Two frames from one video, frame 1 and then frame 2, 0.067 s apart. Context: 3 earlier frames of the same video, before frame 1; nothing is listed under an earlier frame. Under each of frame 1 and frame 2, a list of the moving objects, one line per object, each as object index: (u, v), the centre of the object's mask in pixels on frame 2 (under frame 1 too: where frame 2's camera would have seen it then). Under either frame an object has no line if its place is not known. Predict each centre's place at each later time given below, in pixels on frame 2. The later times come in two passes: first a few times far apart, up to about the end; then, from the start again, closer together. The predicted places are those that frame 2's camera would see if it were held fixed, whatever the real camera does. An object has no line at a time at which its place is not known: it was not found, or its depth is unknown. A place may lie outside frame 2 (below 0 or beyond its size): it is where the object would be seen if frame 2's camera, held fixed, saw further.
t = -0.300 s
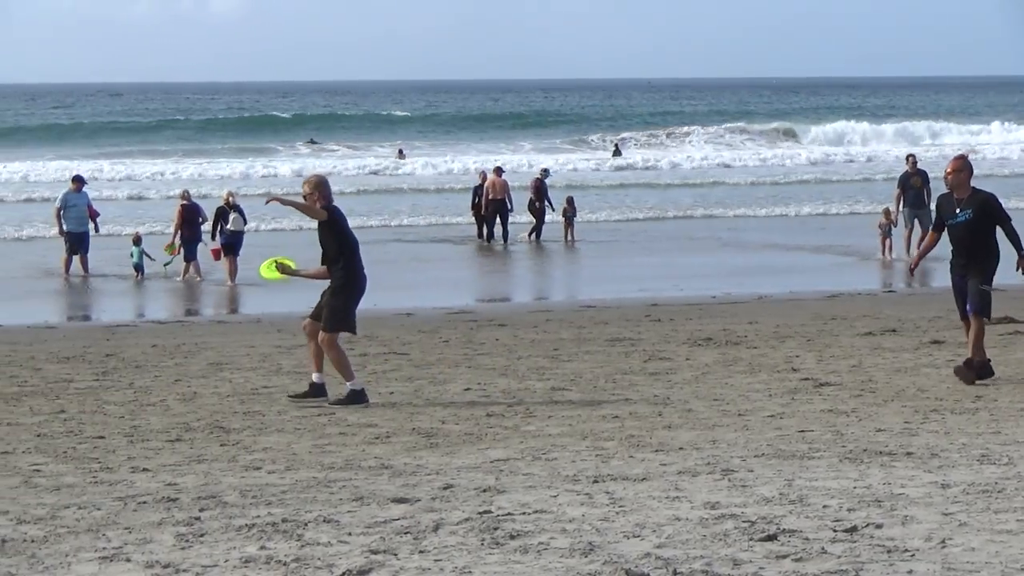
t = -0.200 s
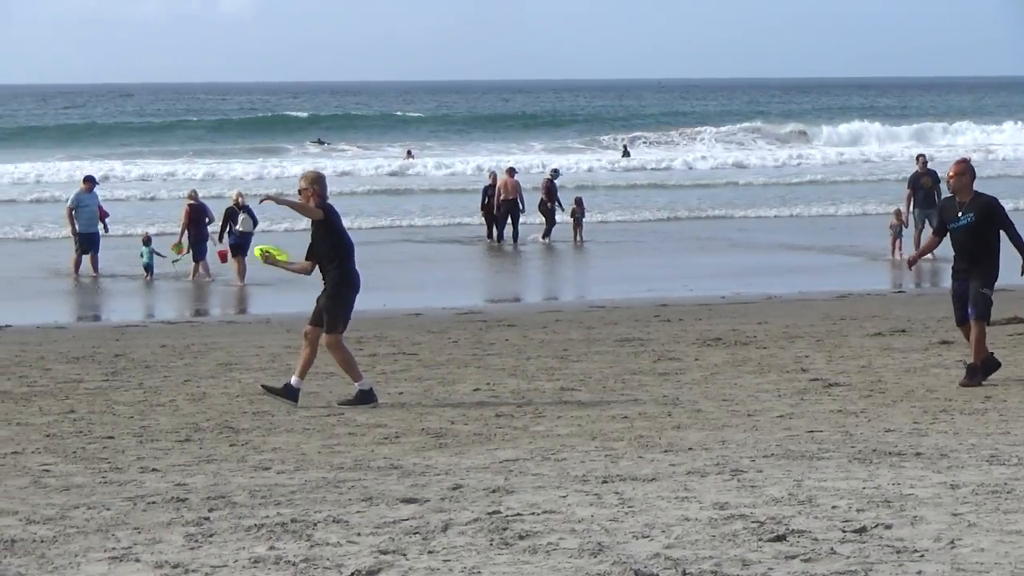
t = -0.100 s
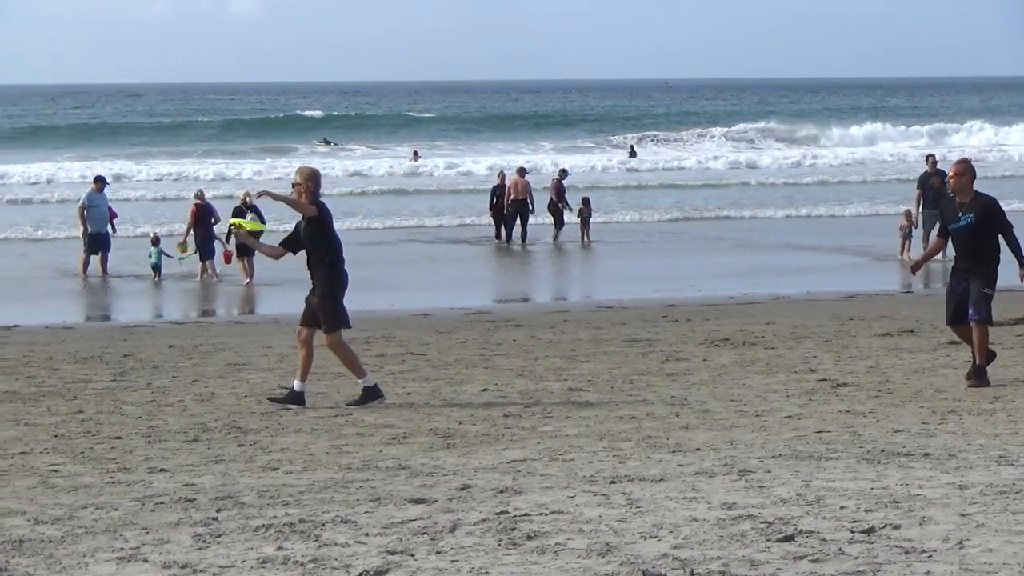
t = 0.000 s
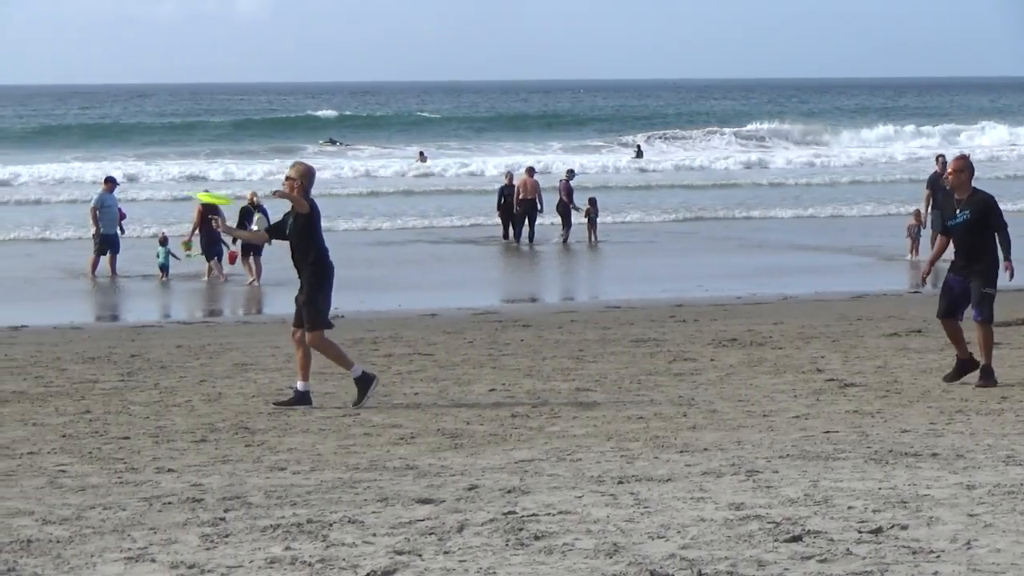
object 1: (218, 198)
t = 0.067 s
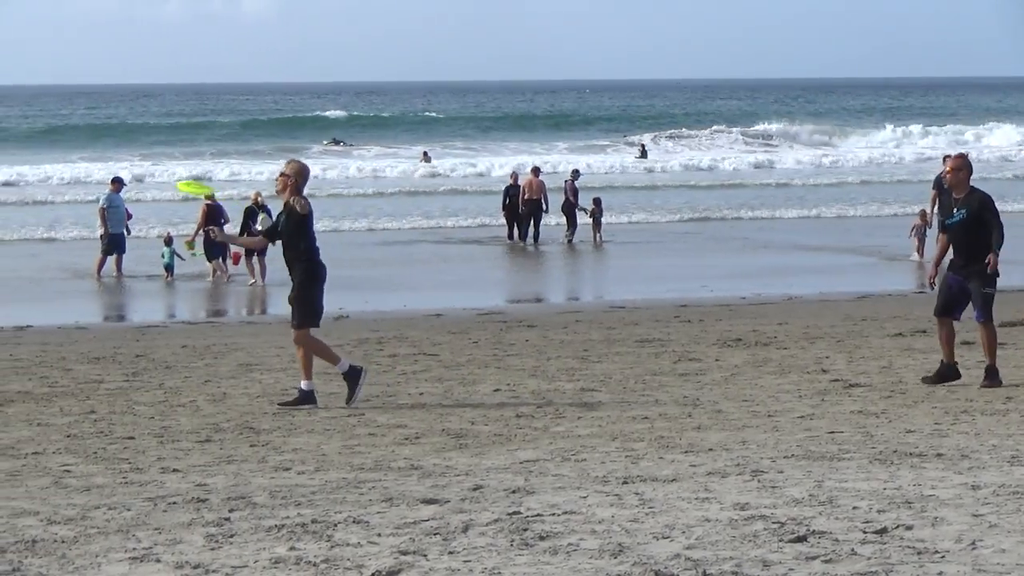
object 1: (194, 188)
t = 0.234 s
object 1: (135, 174)
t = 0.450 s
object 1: (76, 171)
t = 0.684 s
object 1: (28, 185)
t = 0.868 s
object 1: (0, 204)
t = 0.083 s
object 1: (189, 186)
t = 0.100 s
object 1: (182, 184)
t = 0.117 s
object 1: (176, 182)
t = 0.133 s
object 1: (169, 181)
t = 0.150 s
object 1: (163, 179)
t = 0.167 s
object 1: (158, 178)
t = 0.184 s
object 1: (152, 177)
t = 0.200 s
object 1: (145, 176)
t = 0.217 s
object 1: (141, 175)
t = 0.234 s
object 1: (135, 174)
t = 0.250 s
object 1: (132, 173)
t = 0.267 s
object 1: (126, 172)
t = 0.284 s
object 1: (120, 171)
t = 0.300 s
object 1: (115, 170)
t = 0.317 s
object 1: (111, 170)
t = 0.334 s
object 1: (105, 169)
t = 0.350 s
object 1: (101, 169)
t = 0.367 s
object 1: (97, 169)
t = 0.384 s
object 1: (92, 169)
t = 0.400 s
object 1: (88, 169)
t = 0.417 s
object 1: (84, 170)
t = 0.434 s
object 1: (79, 170)
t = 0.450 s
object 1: (76, 171)
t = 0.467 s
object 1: (71, 171)
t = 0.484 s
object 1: (68, 173)
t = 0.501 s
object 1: (64, 174)
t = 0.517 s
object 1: (60, 174)
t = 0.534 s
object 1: (55, 176)
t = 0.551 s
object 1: (54, 177)
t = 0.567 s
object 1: (50, 177)
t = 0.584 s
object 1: (46, 179)
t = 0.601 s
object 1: (43, 180)
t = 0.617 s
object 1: (40, 181)
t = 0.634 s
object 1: (37, 182)
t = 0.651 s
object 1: (34, 183)
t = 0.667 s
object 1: (30, 184)
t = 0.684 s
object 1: (28, 185)
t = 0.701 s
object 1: (25, 187)
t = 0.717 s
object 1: (22, 188)
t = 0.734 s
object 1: (19, 189)
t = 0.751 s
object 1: (17, 192)
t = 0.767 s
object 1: (16, 194)
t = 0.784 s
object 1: (13, 195)
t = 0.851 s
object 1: (3, 202)
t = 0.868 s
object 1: (0, 204)
